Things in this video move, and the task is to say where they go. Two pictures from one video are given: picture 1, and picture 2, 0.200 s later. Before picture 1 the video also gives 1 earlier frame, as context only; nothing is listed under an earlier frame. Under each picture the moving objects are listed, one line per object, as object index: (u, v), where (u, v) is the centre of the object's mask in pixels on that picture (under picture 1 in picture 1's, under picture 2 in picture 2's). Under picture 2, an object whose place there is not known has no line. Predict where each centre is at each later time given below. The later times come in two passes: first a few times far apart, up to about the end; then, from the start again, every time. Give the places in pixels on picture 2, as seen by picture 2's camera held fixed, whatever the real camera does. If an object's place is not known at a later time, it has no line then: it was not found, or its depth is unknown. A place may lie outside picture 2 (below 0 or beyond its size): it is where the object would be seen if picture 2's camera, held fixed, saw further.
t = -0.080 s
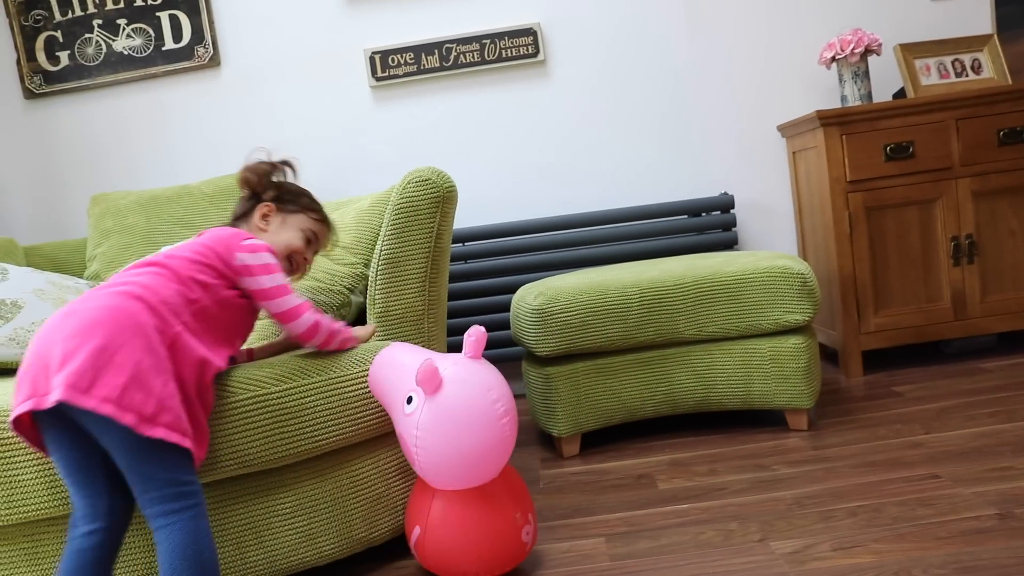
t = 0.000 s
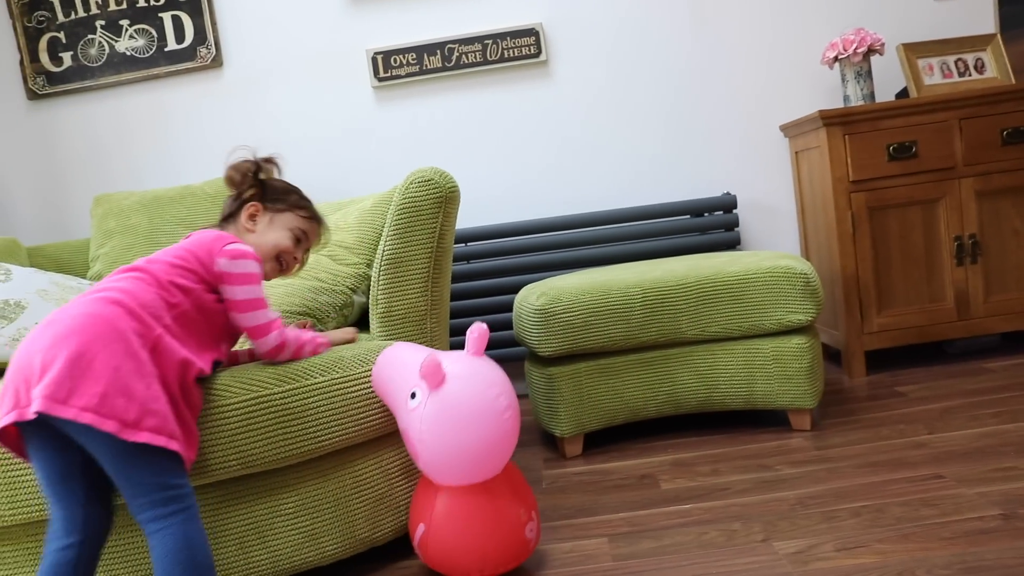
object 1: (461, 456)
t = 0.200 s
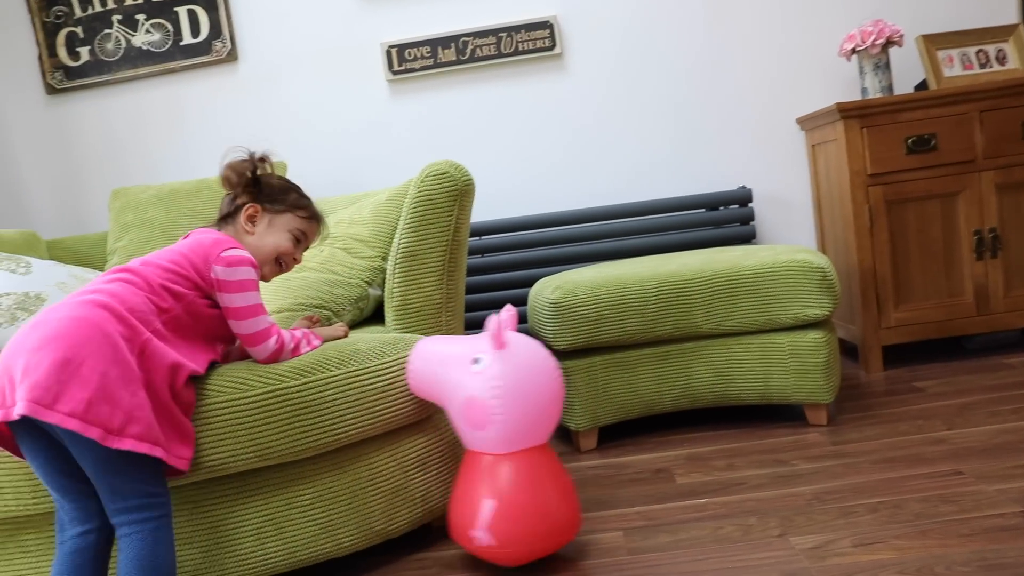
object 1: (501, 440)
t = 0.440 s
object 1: (519, 442)
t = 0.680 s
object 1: (551, 434)
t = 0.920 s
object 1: (553, 431)
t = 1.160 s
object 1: (553, 431)
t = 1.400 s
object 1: (554, 432)
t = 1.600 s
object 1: (551, 445)
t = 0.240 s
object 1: (506, 440)
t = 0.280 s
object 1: (509, 442)
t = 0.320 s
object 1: (510, 443)
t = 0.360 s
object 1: (511, 444)
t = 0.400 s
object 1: (514, 442)
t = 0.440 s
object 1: (519, 442)
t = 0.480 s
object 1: (524, 440)
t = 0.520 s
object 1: (530, 439)
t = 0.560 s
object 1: (536, 438)
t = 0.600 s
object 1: (542, 437)
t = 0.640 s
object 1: (547, 435)
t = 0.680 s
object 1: (551, 434)
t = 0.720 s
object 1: (551, 432)
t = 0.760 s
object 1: (551, 431)
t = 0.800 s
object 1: (552, 430)
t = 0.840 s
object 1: (553, 431)
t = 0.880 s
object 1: (552, 431)
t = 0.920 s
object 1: (553, 431)
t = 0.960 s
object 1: (553, 432)
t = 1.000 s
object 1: (553, 432)
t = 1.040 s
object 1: (554, 432)
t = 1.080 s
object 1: (553, 432)
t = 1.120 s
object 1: (553, 432)
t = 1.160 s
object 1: (553, 431)
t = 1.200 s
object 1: (553, 431)
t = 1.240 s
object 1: (553, 431)
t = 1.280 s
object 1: (553, 431)
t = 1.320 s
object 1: (553, 431)
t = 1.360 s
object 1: (554, 431)
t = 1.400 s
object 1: (554, 432)
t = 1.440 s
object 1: (552, 434)
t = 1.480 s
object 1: (552, 436)
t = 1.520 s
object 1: (553, 438)
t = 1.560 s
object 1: (552, 441)
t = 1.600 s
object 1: (551, 445)
